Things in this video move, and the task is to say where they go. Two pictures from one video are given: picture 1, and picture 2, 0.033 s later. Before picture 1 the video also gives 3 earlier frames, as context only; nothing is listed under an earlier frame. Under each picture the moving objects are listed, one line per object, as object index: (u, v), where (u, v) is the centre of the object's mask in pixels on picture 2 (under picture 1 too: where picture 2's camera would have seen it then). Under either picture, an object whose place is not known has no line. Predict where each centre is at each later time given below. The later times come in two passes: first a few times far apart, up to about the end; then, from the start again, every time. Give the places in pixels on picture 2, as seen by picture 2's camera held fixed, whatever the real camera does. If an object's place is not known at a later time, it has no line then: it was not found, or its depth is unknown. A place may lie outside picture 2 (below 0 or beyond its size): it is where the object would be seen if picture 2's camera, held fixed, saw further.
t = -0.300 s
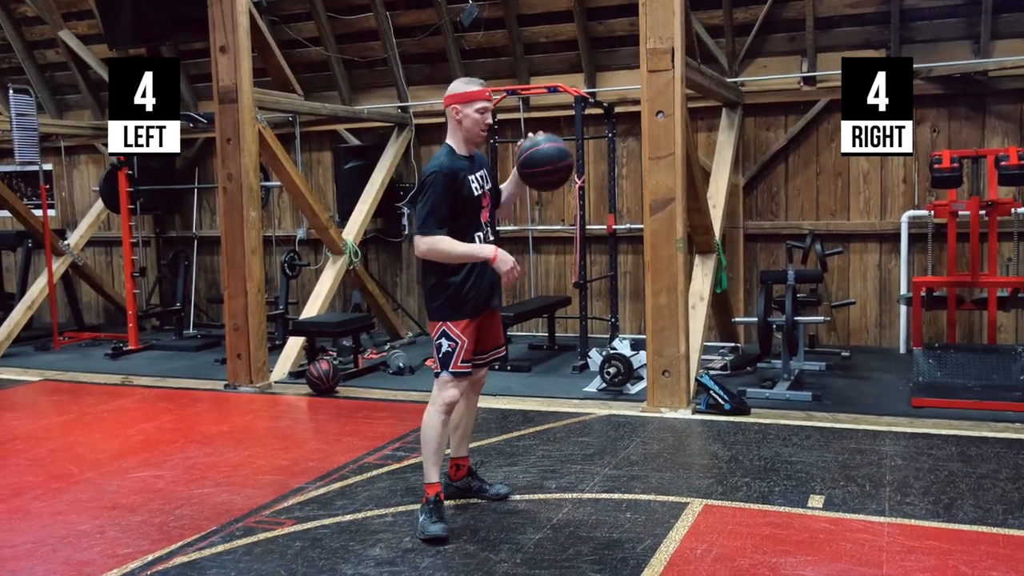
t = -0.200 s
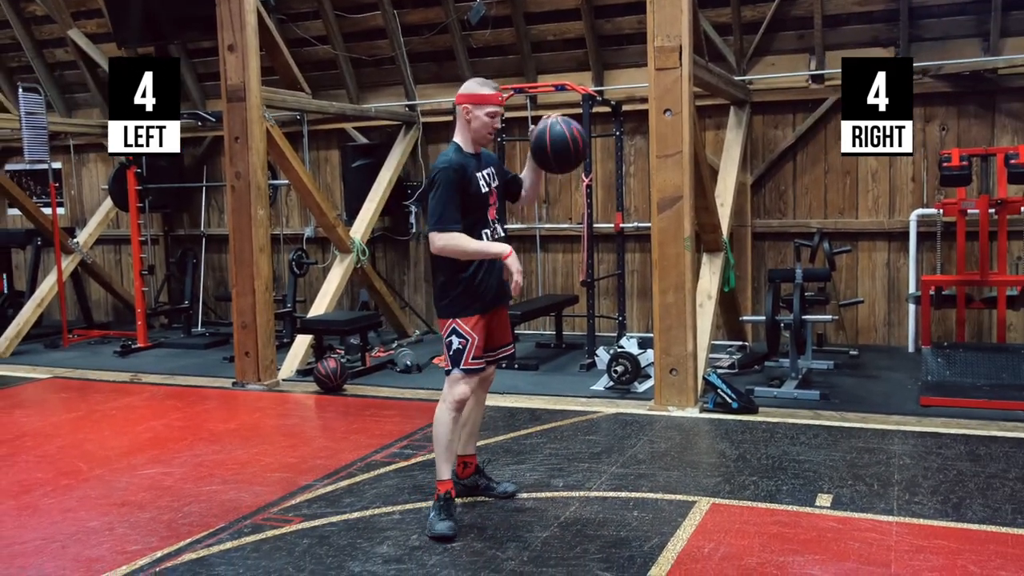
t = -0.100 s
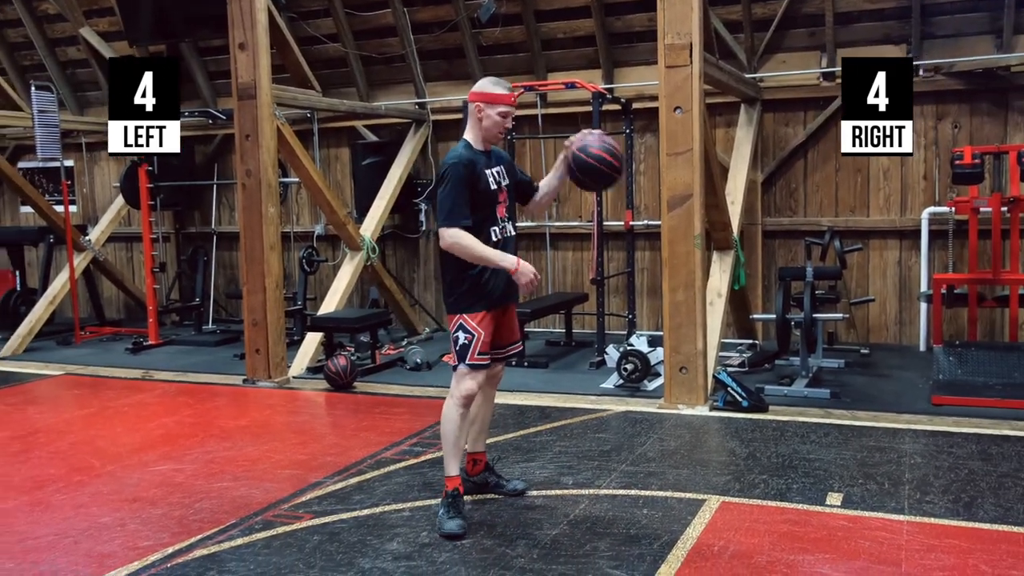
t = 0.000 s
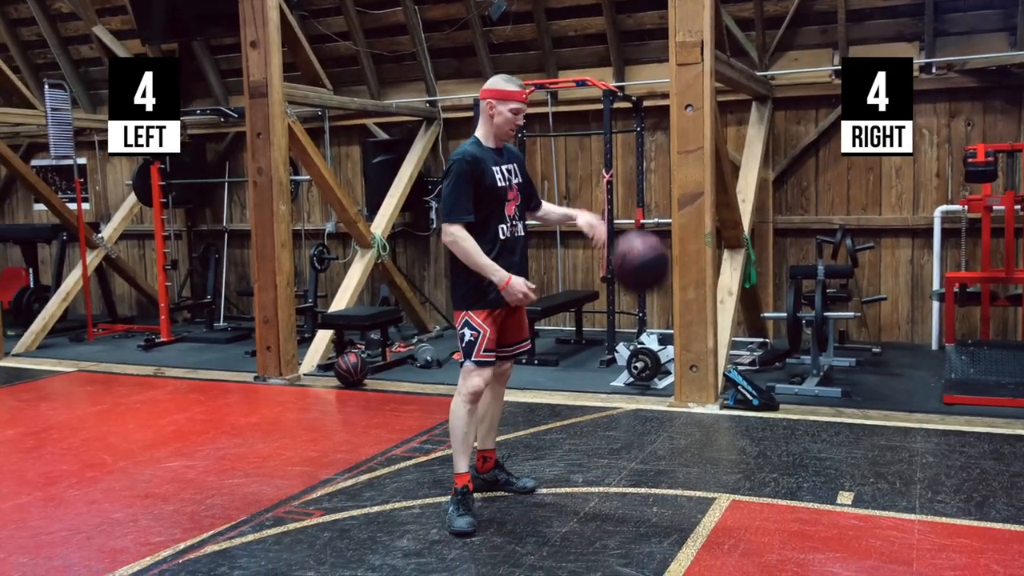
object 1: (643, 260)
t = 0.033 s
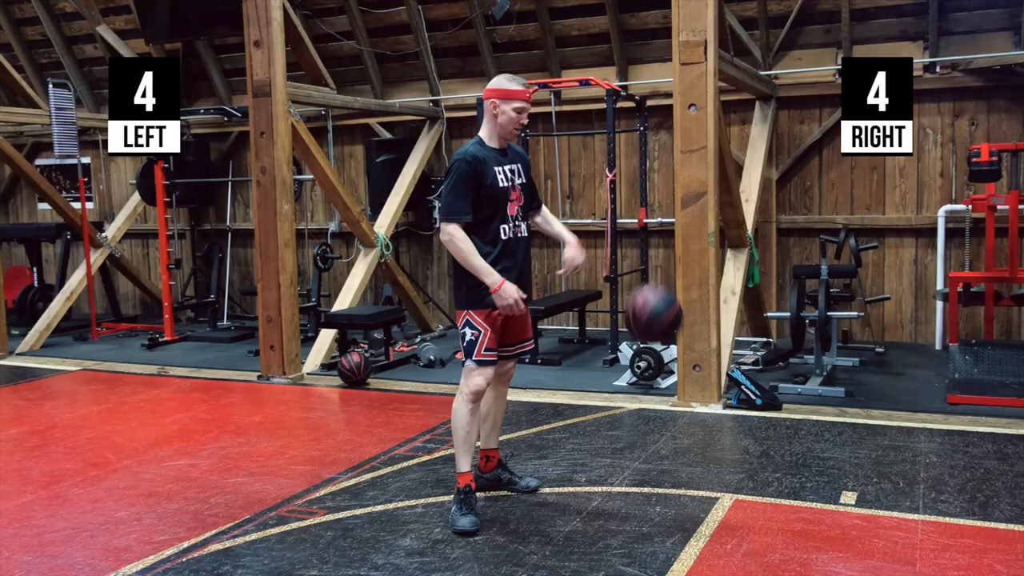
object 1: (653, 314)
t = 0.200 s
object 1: (681, 396)
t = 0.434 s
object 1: (672, 172)
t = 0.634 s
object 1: (664, 81)
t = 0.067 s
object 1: (663, 372)
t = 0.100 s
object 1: (674, 434)
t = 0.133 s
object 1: (683, 483)
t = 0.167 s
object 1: (682, 437)
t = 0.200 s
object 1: (681, 396)
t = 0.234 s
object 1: (680, 357)
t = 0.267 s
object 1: (679, 319)
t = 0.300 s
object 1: (678, 286)
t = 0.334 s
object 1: (676, 254)
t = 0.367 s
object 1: (674, 224)
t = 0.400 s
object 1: (673, 196)
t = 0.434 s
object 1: (672, 172)
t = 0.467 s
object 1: (670, 150)
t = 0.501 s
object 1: (669, 131)
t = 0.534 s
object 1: (668, 114)
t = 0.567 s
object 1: (667, 101)
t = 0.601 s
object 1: (666, 89)
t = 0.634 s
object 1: (664, 81)
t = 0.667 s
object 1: (662, 75)
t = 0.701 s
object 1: (661, 72)
